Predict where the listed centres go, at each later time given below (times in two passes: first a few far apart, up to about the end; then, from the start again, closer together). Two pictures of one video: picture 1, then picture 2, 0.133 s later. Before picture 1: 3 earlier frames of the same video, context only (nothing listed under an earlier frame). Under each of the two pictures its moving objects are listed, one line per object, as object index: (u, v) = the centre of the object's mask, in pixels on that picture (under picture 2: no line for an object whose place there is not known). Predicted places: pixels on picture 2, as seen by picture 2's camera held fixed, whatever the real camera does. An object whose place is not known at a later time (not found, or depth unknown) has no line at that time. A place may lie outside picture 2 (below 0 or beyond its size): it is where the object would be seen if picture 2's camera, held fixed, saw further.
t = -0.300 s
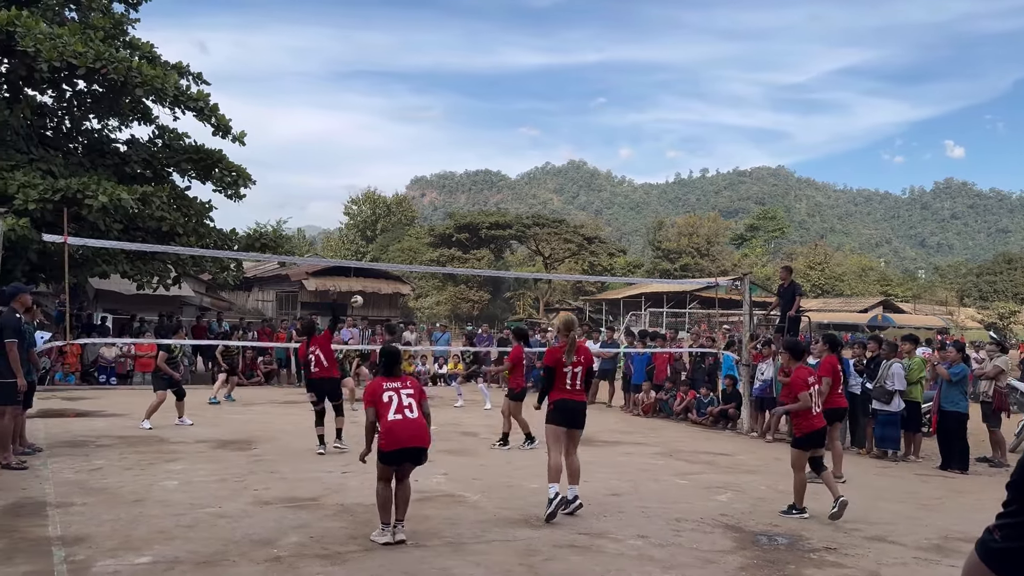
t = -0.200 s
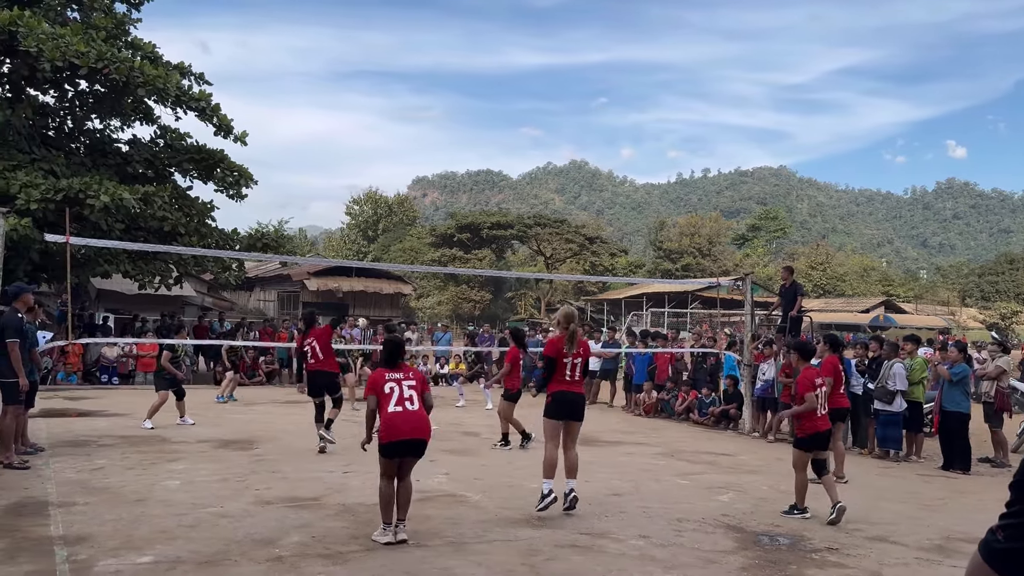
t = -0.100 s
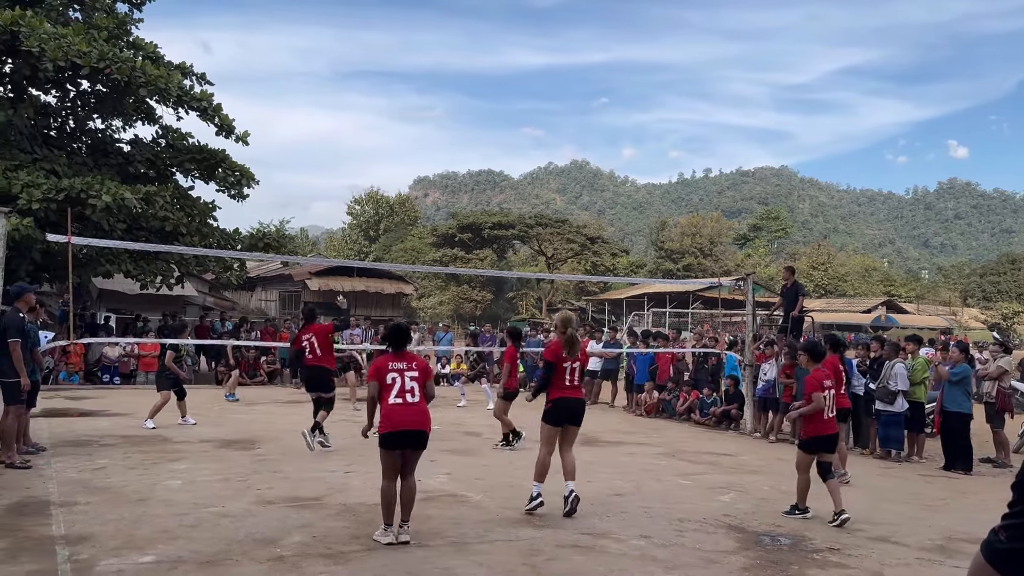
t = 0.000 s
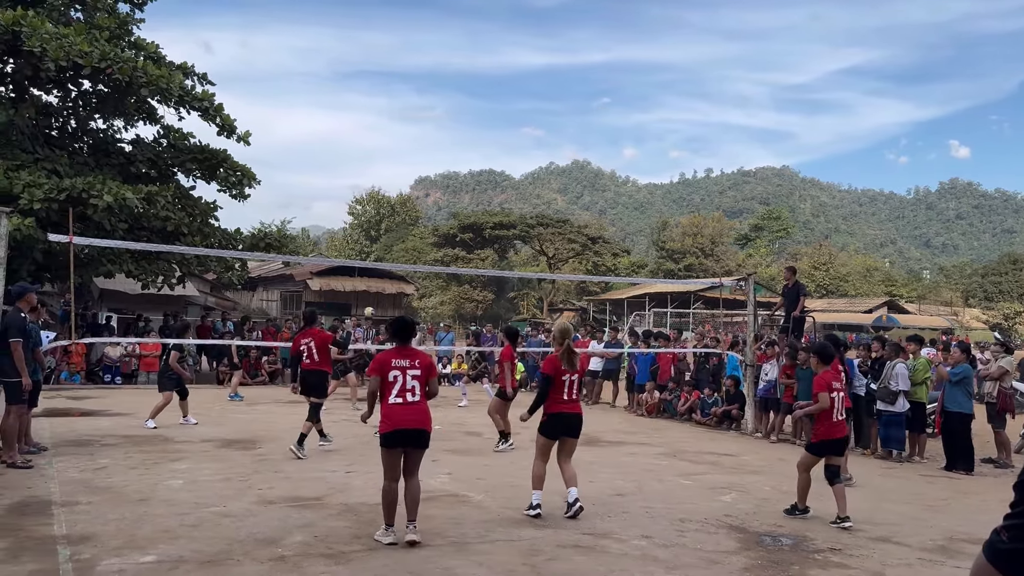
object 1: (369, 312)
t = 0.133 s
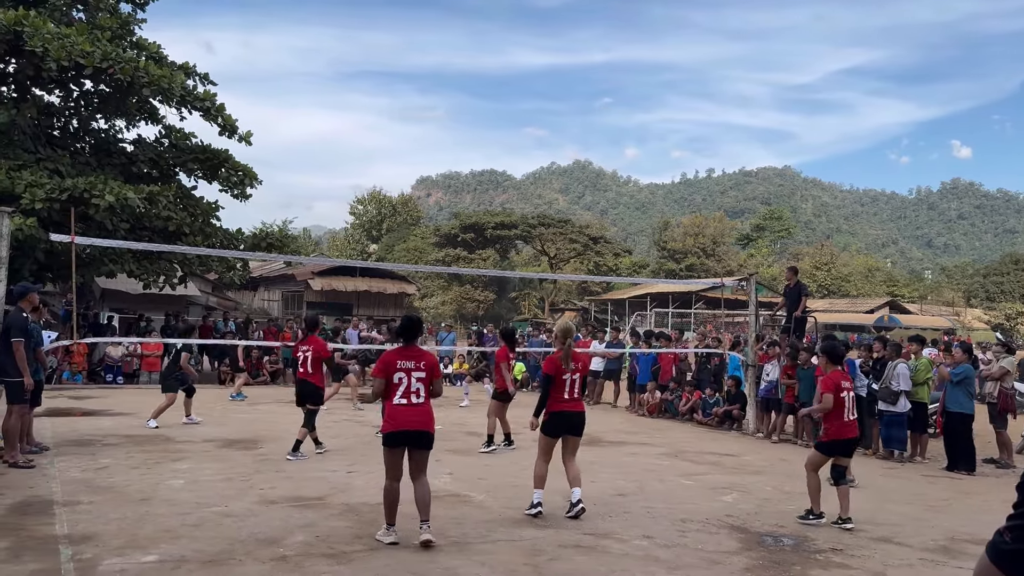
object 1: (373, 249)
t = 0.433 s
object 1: (374, 137)
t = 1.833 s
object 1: (349, 199)
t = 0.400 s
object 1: (374, 148)
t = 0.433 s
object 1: (374, 137)
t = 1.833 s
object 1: (349, 199)
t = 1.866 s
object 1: (349, 212)
